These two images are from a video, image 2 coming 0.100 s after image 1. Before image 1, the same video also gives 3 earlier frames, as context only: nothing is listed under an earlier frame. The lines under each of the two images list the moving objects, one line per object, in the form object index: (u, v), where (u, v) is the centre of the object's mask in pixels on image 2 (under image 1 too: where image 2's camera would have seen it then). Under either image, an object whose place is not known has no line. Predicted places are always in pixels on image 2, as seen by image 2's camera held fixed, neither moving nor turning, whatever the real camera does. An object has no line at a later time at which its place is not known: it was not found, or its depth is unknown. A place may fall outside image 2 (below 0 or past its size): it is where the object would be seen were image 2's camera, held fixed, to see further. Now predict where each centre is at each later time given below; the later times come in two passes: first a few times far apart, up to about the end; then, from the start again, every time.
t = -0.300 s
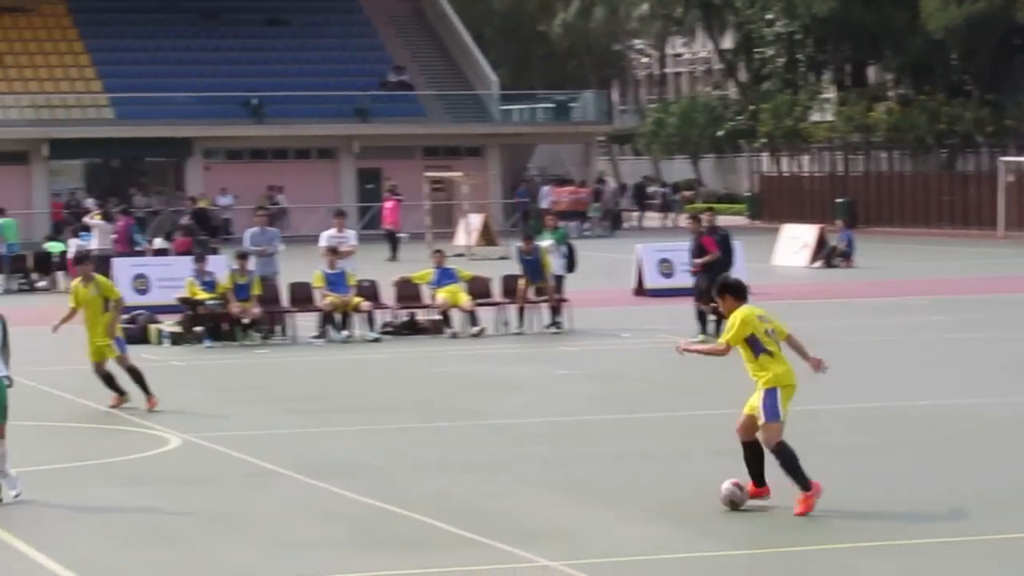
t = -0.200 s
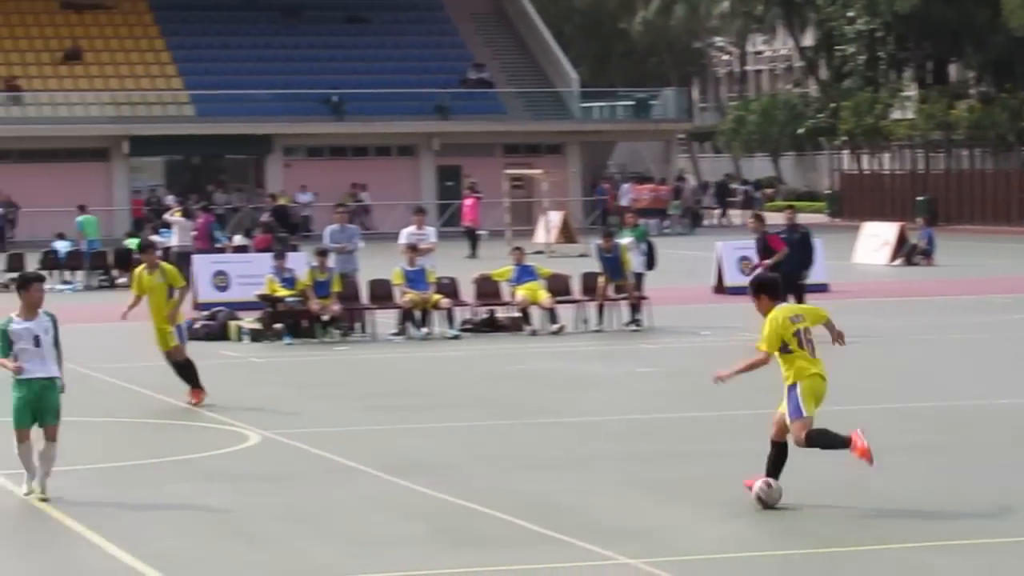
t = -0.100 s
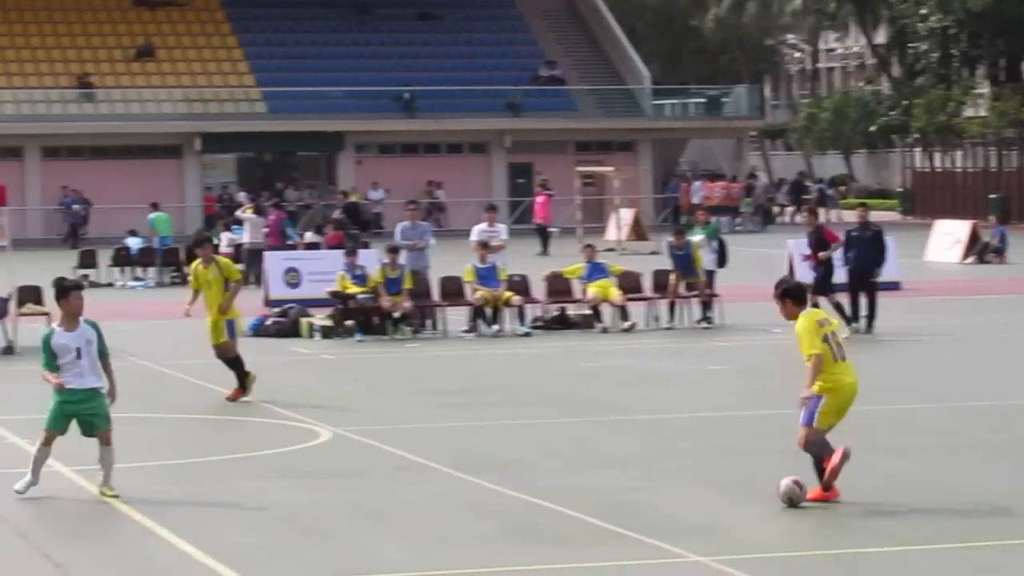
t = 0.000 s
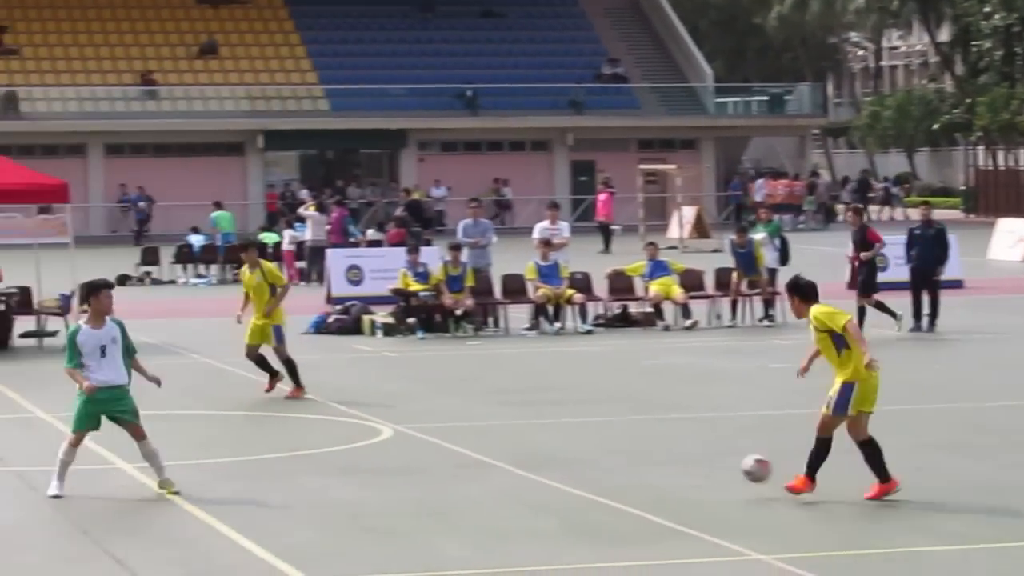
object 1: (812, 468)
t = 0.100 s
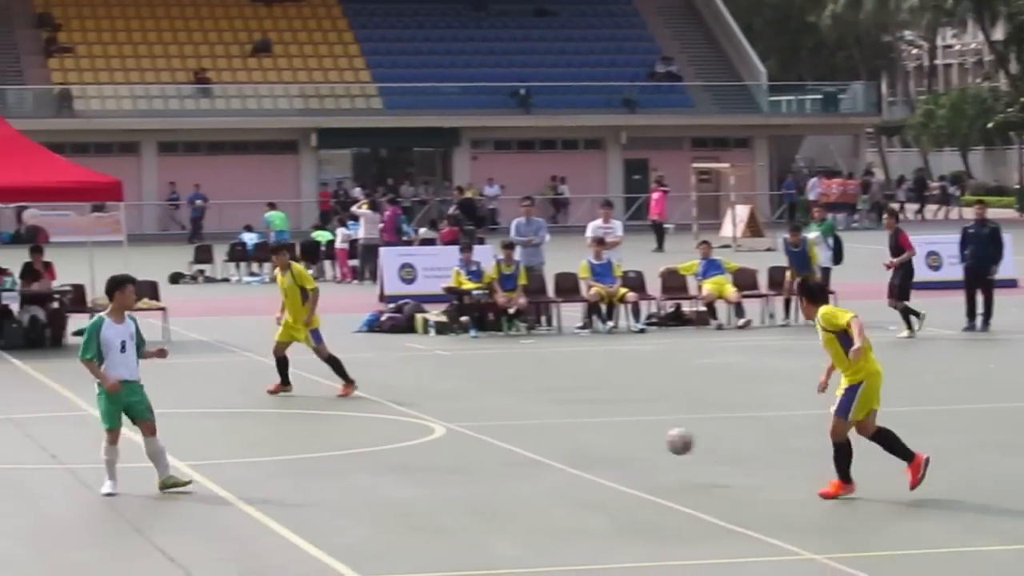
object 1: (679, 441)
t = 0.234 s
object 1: (524, 427)
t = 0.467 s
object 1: (312, 424)
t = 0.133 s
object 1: (638, 435)
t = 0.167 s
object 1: (599, 431)
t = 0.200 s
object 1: (561, 429)
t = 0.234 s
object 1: (524, 427)
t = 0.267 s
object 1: (488, 427)
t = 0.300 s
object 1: (454, 429)
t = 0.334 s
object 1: (421, 432)
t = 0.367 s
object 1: (389, 435)
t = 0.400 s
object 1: (360, 435)
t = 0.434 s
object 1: (335, 429)
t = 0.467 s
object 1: (312, 424)
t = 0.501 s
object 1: (288, 421)
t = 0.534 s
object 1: (266, 418)
